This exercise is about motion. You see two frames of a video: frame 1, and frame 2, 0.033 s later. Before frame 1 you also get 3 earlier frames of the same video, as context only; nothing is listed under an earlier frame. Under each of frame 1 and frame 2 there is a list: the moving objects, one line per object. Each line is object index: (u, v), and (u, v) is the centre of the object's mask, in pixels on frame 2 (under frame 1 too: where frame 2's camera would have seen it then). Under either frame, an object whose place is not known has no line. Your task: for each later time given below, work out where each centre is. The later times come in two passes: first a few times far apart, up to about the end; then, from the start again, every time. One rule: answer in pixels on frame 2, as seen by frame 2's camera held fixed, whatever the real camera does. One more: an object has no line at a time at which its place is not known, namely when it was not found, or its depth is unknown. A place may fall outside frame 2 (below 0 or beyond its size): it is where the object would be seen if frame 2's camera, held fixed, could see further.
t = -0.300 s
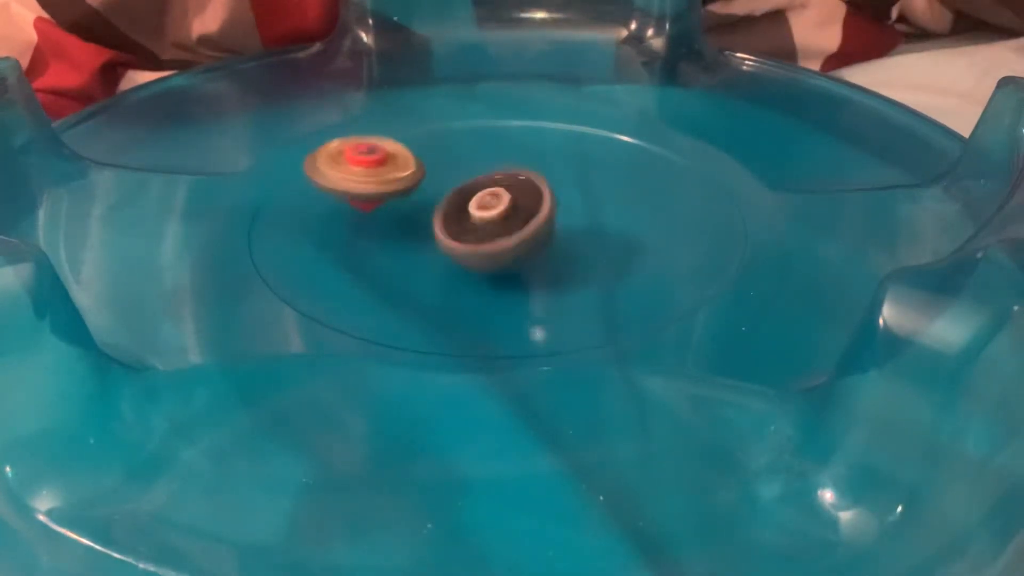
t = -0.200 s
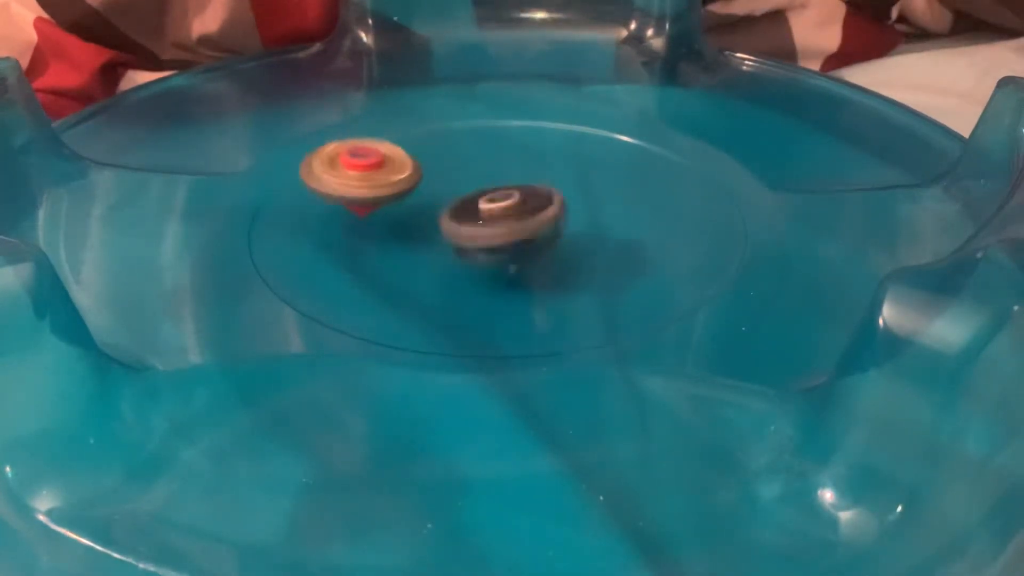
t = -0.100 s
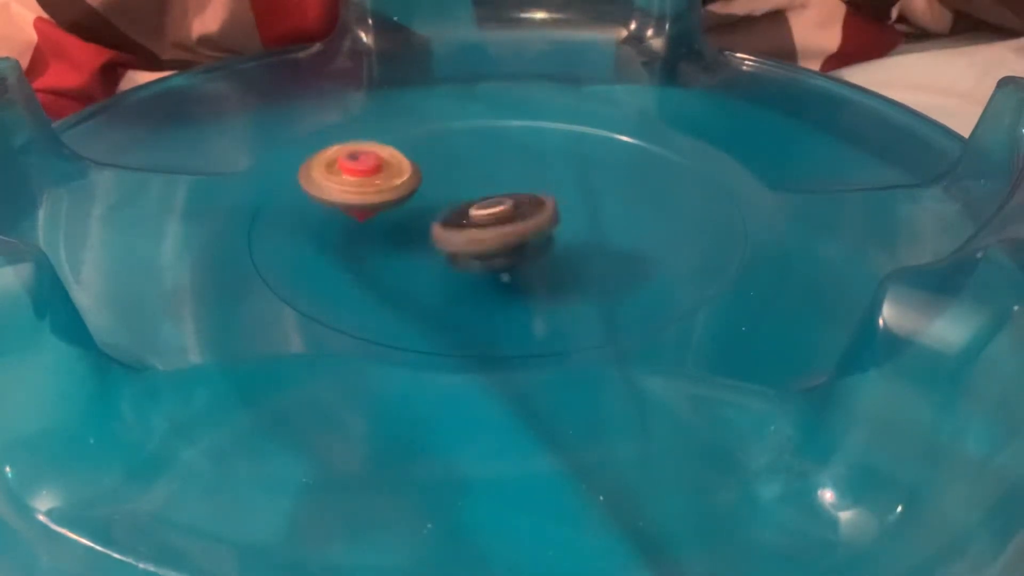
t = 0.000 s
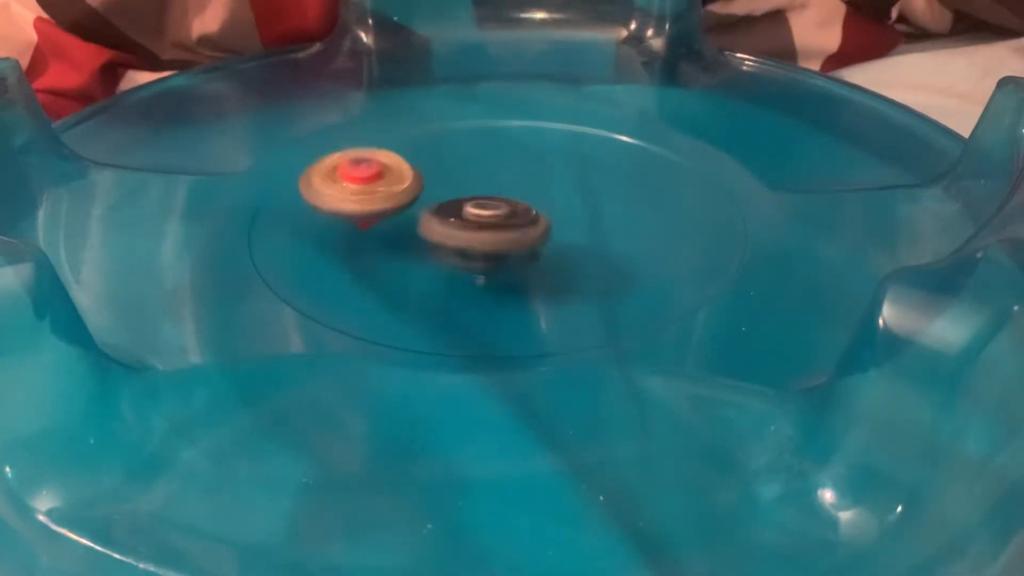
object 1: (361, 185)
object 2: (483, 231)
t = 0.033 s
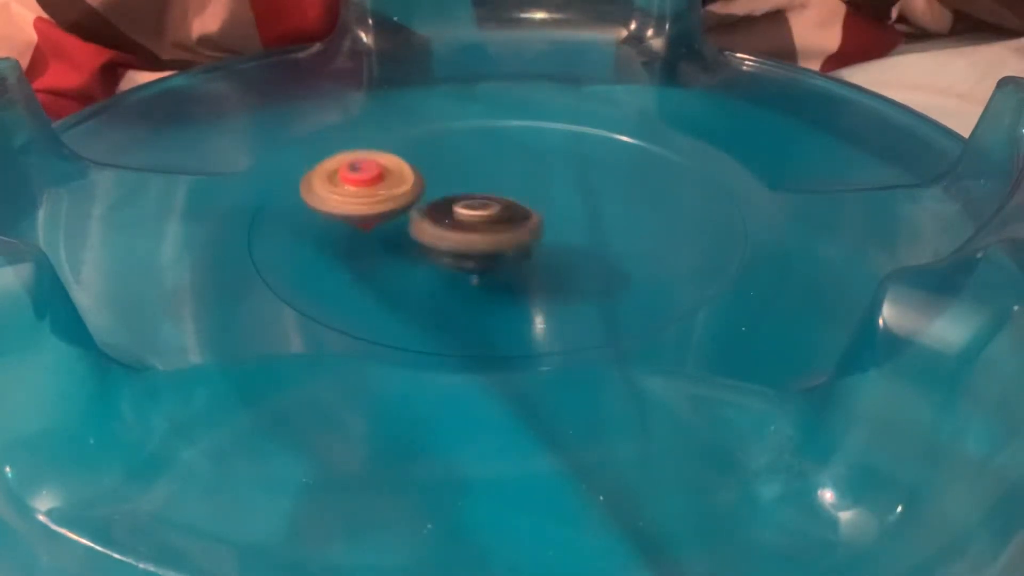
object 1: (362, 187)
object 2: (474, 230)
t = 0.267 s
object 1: (312, 166)
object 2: (541, 258)
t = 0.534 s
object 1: (314, 179)
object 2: (534, 242)
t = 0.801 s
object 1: (369, 218)
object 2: (485, 207)
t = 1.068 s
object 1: (388, 247)
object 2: (489, 201)
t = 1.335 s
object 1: (400, 256)
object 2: (488, 200)
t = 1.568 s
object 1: (420, 255)
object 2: (490, 195)
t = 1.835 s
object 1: (488, 243)
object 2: (486, 182)
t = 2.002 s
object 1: (540, 231)
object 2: (475, 190)
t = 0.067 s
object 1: (363, 190)
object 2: (469, 230)
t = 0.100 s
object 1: (361, 191)
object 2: (468, 228)
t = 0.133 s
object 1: (338, 178)
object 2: (497, 235)
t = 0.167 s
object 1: (323, 169)
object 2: (523, 244)
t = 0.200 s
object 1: (316, 165)
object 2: (540, 250)
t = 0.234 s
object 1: (315, 165)
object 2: (544, 255)
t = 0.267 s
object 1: (312, 166)
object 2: (541, 258)
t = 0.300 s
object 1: (311, 166)
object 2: (540, 258)
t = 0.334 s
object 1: (310, 167)
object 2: (539, 259)
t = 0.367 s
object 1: (310, 168)
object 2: (537, 254)
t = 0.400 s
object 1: (309, 170)
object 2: (539, 243)
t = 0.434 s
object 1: (310, 172)
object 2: (541, 247)
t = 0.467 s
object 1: (310, 173)
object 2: (541, 245)
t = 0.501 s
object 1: (311, 176)
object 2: (539, 244)
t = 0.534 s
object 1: (314, 179)
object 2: (534, 242)
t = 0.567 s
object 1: (317, 181)
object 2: (528, 240)
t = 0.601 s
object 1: (322, 186)
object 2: (521, 235)
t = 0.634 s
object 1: (330, 191)
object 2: (513, 231)
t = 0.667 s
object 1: (339, 196)
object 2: (504, 226)
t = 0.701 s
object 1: (348, 202)
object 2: (494, 221)
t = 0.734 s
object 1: (362, 209)
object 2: (485, 217)
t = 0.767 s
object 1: (366, 214)
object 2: (485, 211)
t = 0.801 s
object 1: (369, 218)
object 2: (485, 207)
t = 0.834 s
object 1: (372, 223)
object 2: (482, 205)
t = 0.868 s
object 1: (376, 226)
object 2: (479, 205)
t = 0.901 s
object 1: (379, 230)
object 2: (478, 203)
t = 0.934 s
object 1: (383, 233)
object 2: (481, 203)
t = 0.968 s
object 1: (387, 236)
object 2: (482, 204)
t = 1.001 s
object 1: (387, 239)
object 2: (484, 205)
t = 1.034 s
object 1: (387, 244)
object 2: (488, 203)
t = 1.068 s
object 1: (388, 247)
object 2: (489, 201)
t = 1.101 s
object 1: (389, 249)
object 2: (488, 201)
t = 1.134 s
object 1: (390, 251)
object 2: (488, 201)
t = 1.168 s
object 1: (391, 252)
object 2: (488, 201)
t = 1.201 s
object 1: (393, 254)
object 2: (488, 201)
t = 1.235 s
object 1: (395, 255)
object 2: (488, 200)
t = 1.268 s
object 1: (396, 255)
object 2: (488, 200)
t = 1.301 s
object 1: (398, 256)
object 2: (488, 200)
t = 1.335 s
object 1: (400, 256)
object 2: (488, 200)
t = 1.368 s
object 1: (402, 256)
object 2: (488, 200)
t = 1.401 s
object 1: (404, 257)
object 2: (489, 199)
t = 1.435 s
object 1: (407, 257)
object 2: (489, 199)
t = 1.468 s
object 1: (409, 257)
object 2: (489, 198)
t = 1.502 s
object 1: (413, 256)
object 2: (489, 198)
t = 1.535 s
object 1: (417, 256)
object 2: (489, 197)
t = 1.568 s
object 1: (420, 255)
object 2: (490, 195)
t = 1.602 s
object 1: (426, 255)
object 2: (490, 195)
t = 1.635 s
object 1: (430, 254)
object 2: (490, 194)
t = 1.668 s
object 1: (437, 253)
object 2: (491, 193)
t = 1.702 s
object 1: (446, 252)
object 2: (491, 190)
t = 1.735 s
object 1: (454, 251)
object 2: (491, 189)
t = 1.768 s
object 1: (464, 250)
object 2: (490, 186)
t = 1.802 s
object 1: (476, 246)
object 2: (488, 184)
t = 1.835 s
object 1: (488, 243)
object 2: (486, 182)
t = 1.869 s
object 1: (499, 241)
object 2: (483, 181)
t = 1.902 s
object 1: (509, 239)
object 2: (480, 182)
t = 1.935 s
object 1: (519, 236)
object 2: (477, 183)
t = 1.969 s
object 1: (531, 234)
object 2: (476, 187)
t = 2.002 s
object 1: (540, 231)
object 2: (475, 190)
